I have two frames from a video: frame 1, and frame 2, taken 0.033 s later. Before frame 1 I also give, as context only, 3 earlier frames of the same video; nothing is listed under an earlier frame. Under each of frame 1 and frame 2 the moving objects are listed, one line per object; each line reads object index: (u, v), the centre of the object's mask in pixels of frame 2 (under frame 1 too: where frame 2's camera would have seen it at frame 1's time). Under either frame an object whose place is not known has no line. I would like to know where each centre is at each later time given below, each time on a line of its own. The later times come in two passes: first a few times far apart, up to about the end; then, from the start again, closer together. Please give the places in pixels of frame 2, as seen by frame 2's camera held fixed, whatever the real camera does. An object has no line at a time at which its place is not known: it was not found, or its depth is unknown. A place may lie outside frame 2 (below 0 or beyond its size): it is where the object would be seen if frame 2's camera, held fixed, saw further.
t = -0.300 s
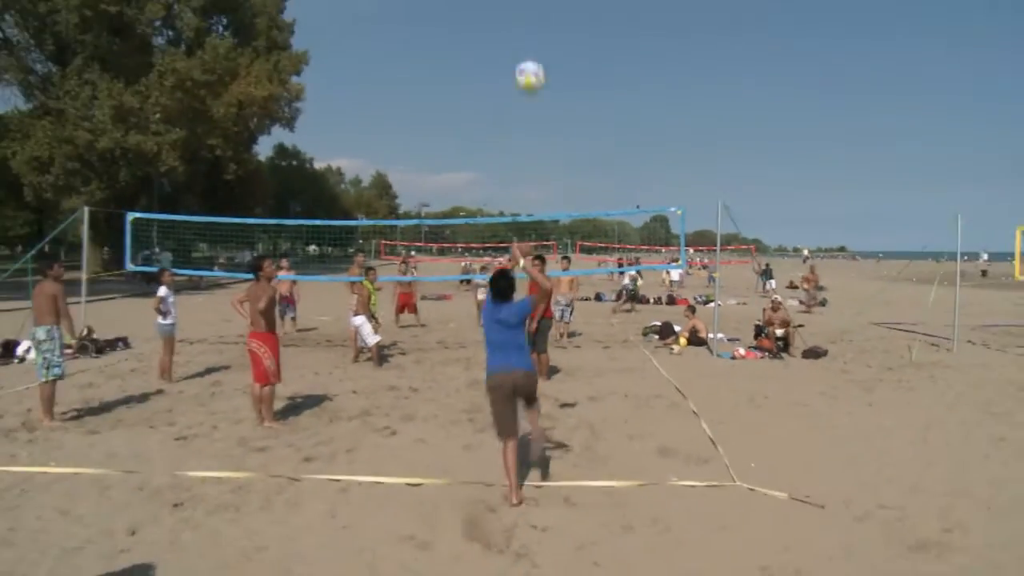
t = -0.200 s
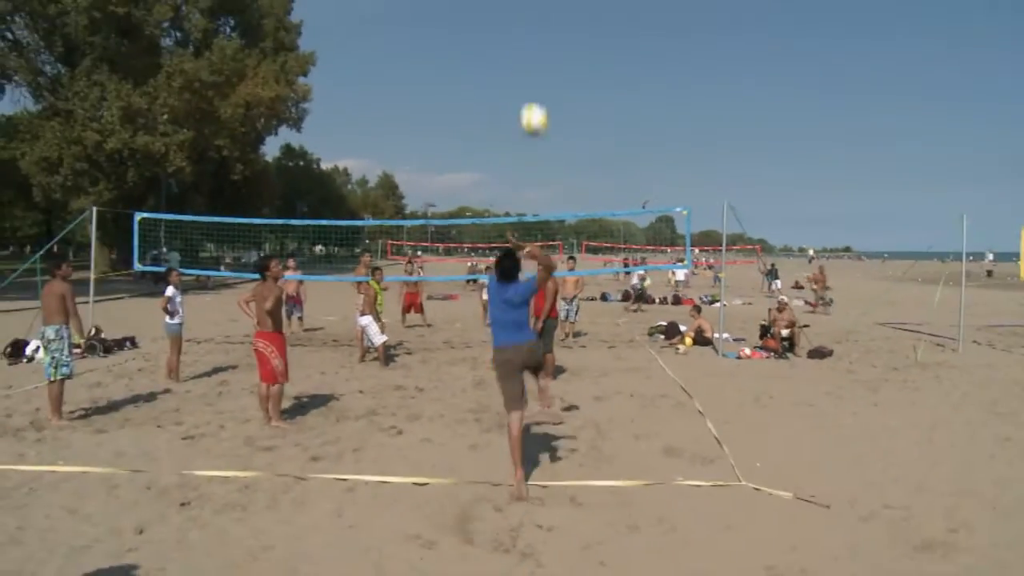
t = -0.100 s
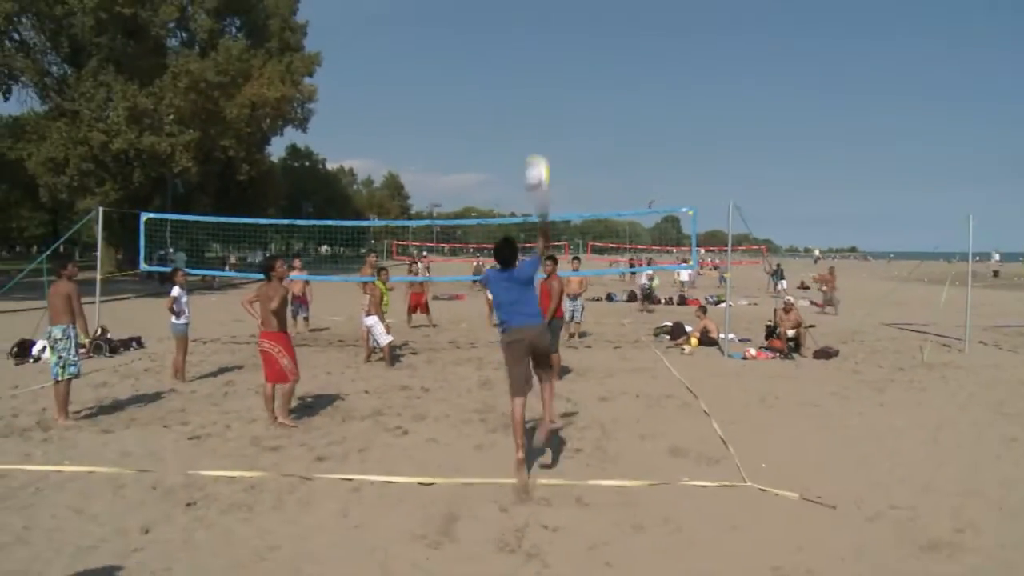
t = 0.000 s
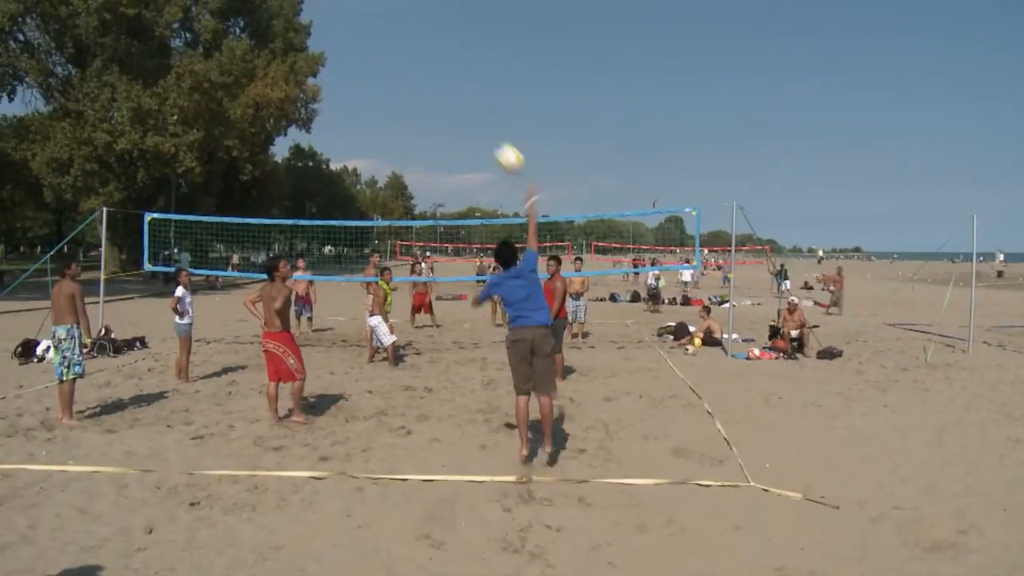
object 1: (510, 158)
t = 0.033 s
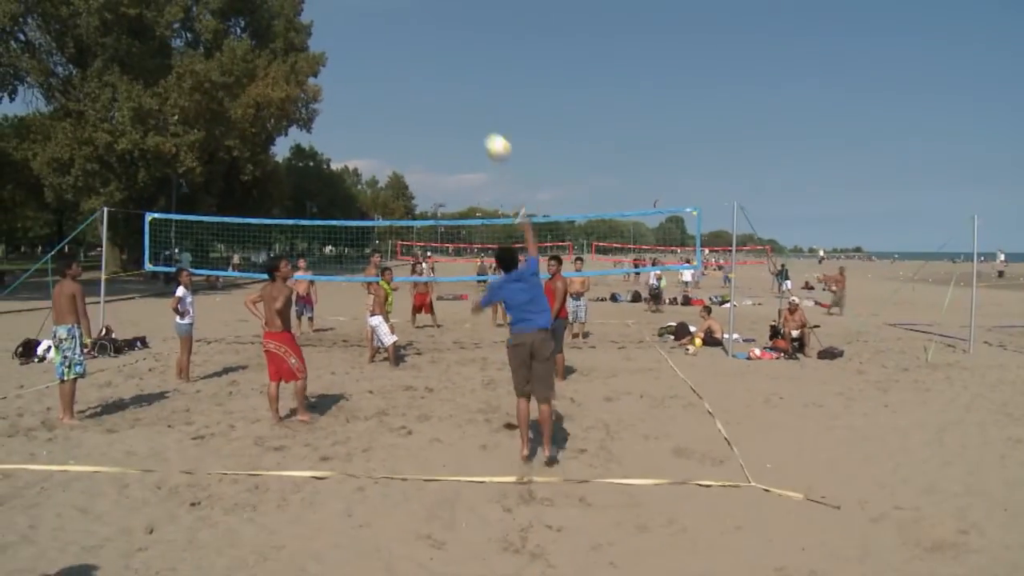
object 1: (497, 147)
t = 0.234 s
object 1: (443, 121)
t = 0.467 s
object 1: (400, 138)
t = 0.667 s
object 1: (375, 177)
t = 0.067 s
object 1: (486, 137)
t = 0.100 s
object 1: (476, 131)
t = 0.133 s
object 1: (467, 126)
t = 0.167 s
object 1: (458, 124)
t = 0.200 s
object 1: (450, 122)
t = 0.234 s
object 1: (443, 121)
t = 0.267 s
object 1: (435, 121)
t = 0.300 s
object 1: (428, 122)
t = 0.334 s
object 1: (422, 124)
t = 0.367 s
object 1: (416, 127)
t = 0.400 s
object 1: (411, 130)
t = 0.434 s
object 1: (406, 133)
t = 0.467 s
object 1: (400, 138)
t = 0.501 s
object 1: (396, 143)
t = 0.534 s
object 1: (391, 150)
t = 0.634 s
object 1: (380, 169)
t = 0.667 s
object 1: (375, 177)
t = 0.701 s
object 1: (373, 184)
